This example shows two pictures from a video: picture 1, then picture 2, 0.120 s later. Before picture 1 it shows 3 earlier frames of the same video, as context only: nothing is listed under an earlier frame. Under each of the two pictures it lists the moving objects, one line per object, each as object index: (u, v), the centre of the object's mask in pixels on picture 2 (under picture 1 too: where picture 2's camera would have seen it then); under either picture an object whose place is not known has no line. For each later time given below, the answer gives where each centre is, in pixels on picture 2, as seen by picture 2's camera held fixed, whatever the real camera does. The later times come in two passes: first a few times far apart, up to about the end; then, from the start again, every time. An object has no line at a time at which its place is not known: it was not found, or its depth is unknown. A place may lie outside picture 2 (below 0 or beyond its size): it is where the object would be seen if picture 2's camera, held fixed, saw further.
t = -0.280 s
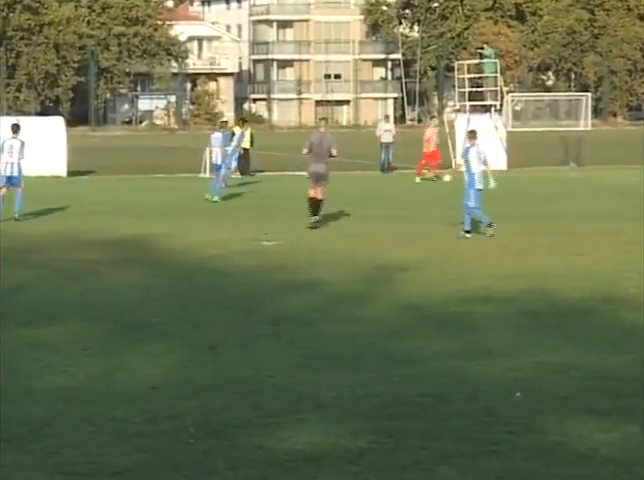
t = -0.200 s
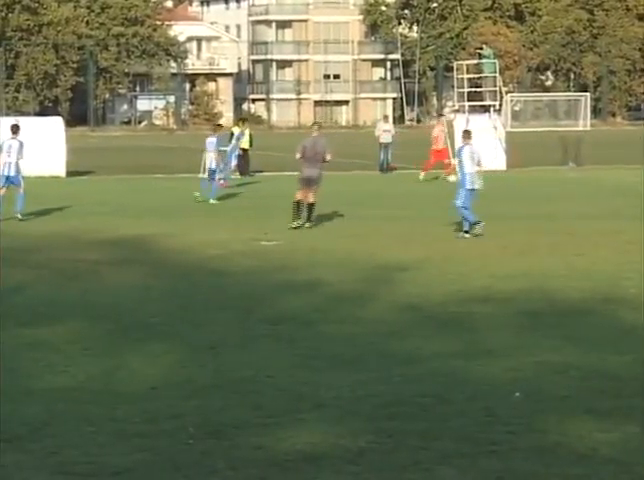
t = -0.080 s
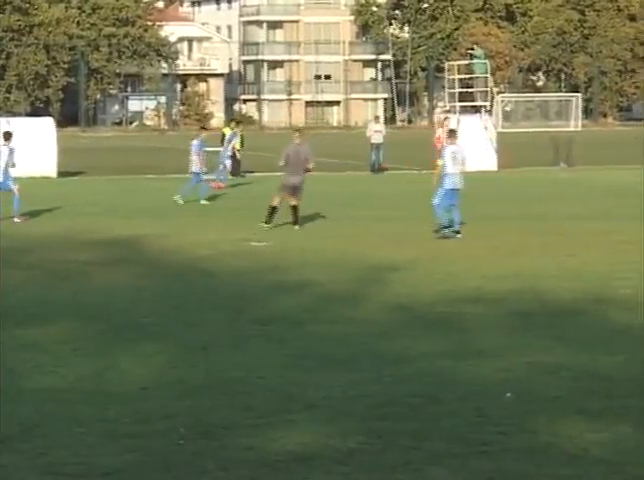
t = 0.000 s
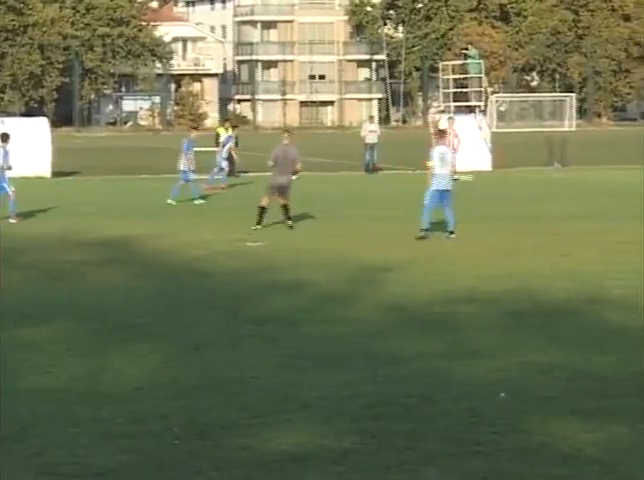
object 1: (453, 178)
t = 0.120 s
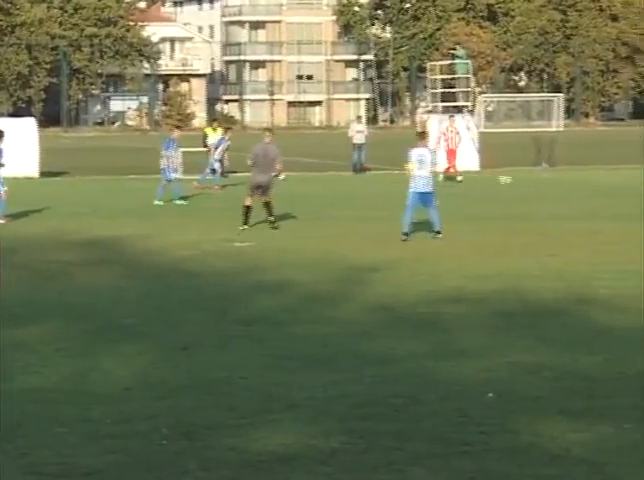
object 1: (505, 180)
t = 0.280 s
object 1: (566, 180)
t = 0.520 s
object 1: (651, 182)
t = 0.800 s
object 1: (737, 183)
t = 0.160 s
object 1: (520, 179)
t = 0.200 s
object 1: (536, 179)
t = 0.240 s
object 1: (551, 179)
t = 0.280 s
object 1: (566, 180)
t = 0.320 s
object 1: (582, 180)
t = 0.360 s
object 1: (595, 179)
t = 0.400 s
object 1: (609, 180)
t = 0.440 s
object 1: (623, 180)
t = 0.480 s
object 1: (637, 181)
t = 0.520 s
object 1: (651, 182)
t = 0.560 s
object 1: (664, 182)
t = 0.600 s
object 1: (678, 182)
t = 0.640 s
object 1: (690, 182)
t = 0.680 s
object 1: (702, 181)
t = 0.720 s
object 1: (714, 181)
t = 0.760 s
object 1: (725, 181)
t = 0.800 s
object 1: (737, 183)
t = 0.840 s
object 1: (748, 182)
